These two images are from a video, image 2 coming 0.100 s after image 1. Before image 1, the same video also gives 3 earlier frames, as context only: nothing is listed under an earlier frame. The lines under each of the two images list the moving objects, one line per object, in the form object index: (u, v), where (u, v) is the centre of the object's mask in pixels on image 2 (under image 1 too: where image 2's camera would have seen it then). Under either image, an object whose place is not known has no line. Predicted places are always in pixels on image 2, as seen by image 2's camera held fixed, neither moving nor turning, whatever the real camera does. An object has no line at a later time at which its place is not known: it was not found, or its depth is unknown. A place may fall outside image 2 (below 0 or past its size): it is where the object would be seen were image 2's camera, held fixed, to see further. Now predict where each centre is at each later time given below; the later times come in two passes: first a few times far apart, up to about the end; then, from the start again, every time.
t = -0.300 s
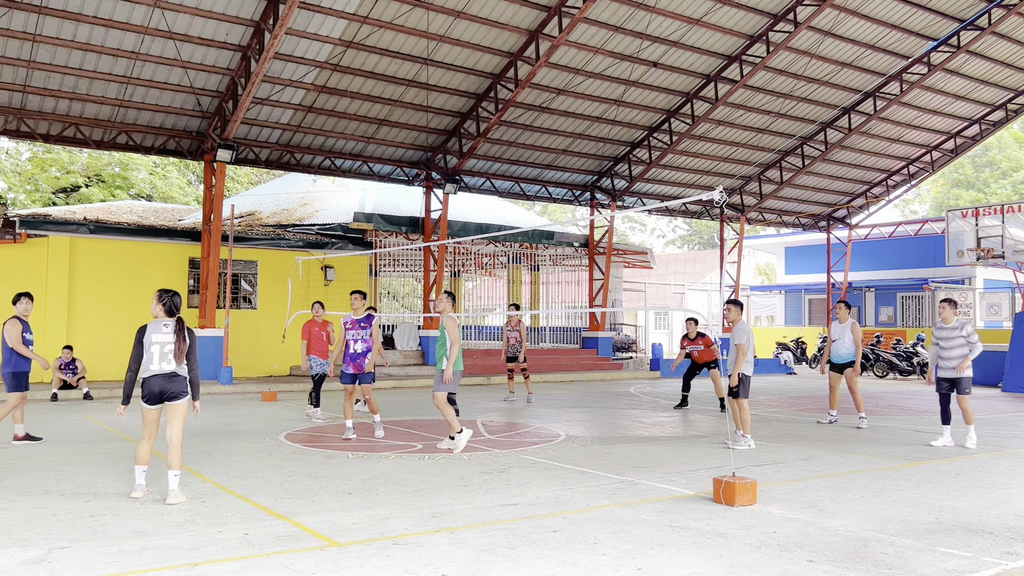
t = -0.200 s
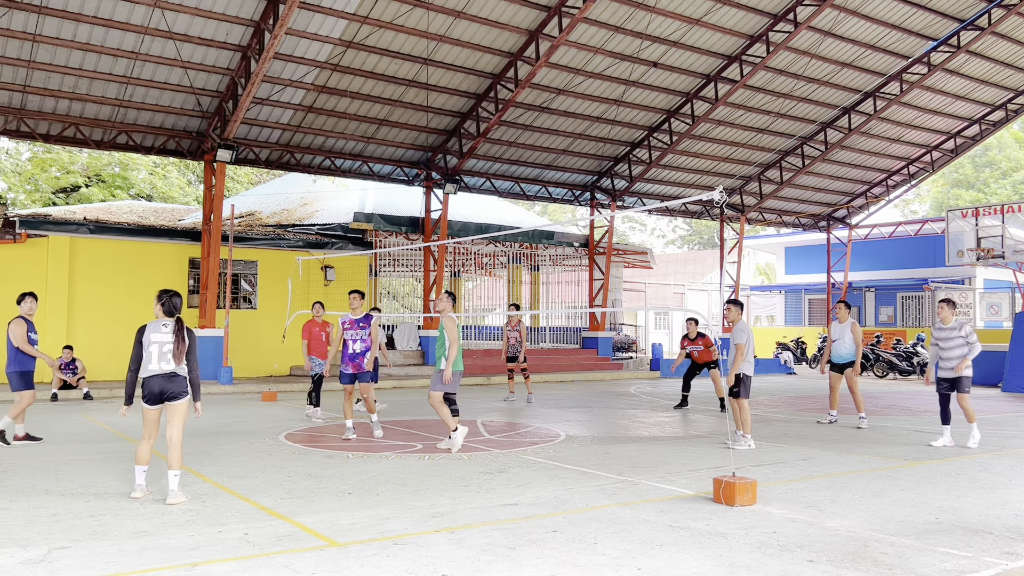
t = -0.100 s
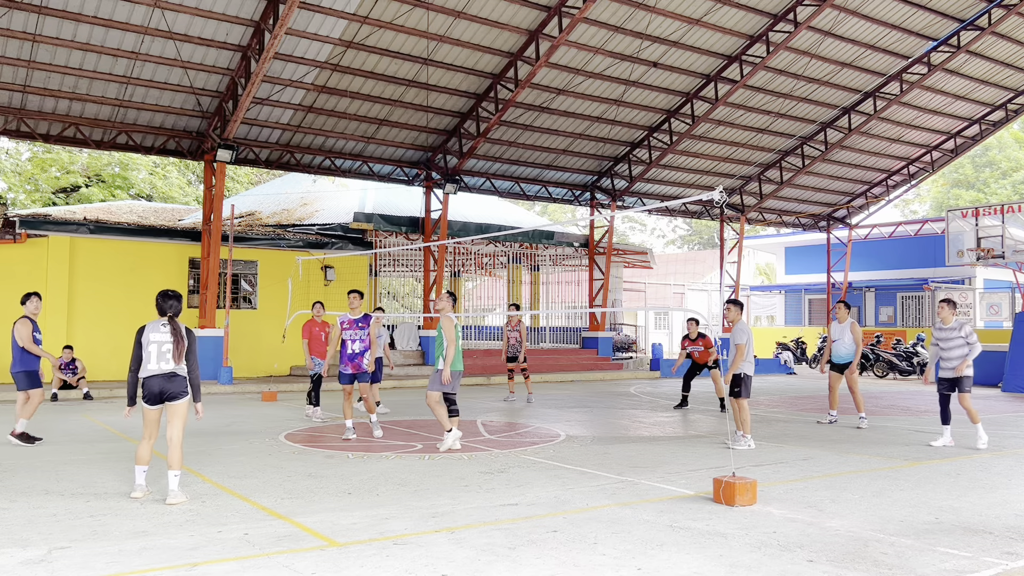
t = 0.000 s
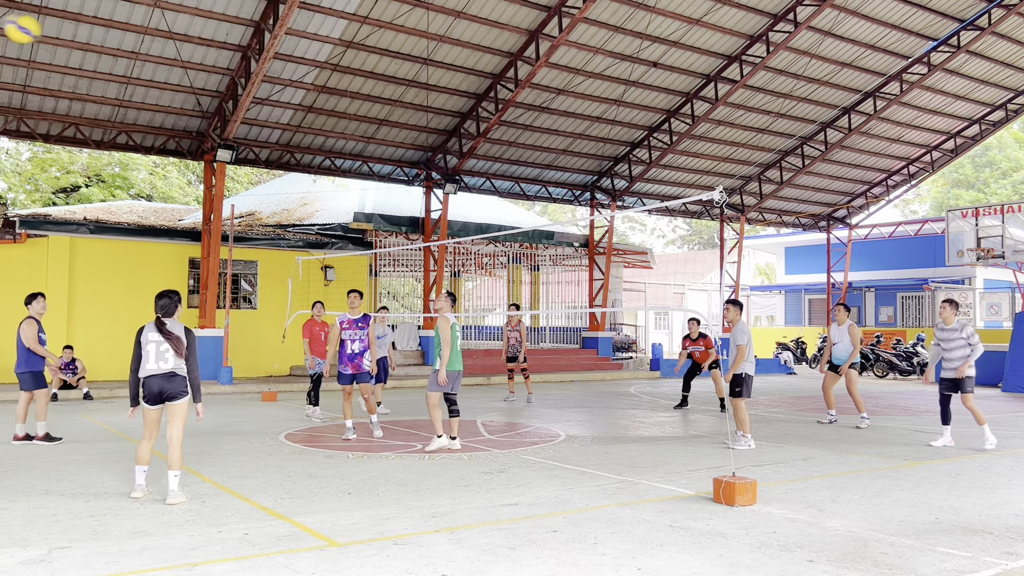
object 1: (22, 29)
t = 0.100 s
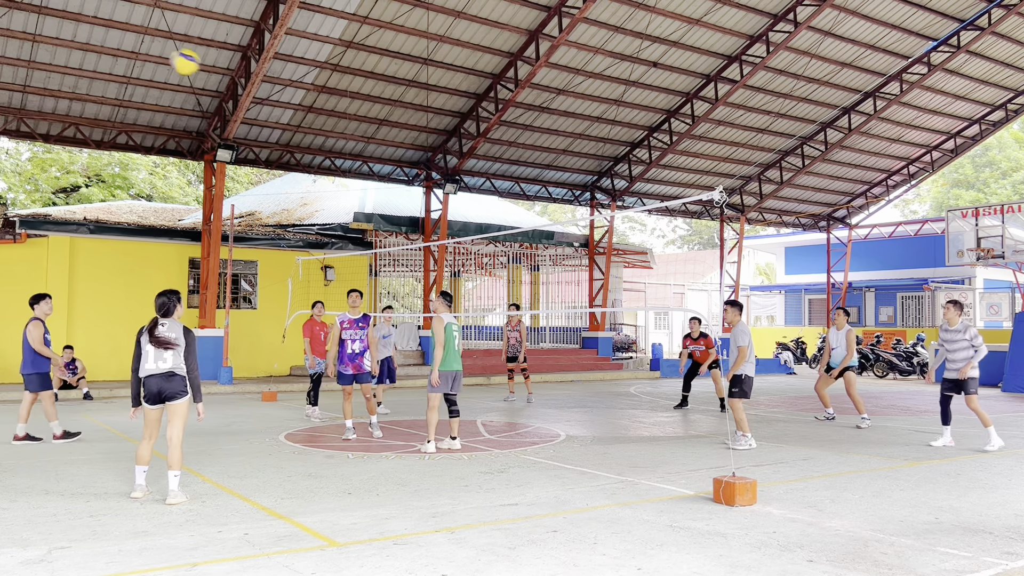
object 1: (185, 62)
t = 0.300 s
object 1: (414, 135)
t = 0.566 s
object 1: (604, 234)
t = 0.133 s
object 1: (230, 73)
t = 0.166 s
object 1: (272, 85)
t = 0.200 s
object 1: (312, 98)
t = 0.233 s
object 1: (348, 110)
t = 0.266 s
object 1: (381, 122)
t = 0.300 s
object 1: (414, 135)
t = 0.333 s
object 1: (443, 147)
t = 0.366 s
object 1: (470, 159)
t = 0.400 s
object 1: (497, 171)
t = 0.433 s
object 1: (521, 184)
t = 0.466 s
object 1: (543, 195)
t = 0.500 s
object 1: (565, 208)
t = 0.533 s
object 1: (586, 222)
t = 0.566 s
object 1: (604, 234)
